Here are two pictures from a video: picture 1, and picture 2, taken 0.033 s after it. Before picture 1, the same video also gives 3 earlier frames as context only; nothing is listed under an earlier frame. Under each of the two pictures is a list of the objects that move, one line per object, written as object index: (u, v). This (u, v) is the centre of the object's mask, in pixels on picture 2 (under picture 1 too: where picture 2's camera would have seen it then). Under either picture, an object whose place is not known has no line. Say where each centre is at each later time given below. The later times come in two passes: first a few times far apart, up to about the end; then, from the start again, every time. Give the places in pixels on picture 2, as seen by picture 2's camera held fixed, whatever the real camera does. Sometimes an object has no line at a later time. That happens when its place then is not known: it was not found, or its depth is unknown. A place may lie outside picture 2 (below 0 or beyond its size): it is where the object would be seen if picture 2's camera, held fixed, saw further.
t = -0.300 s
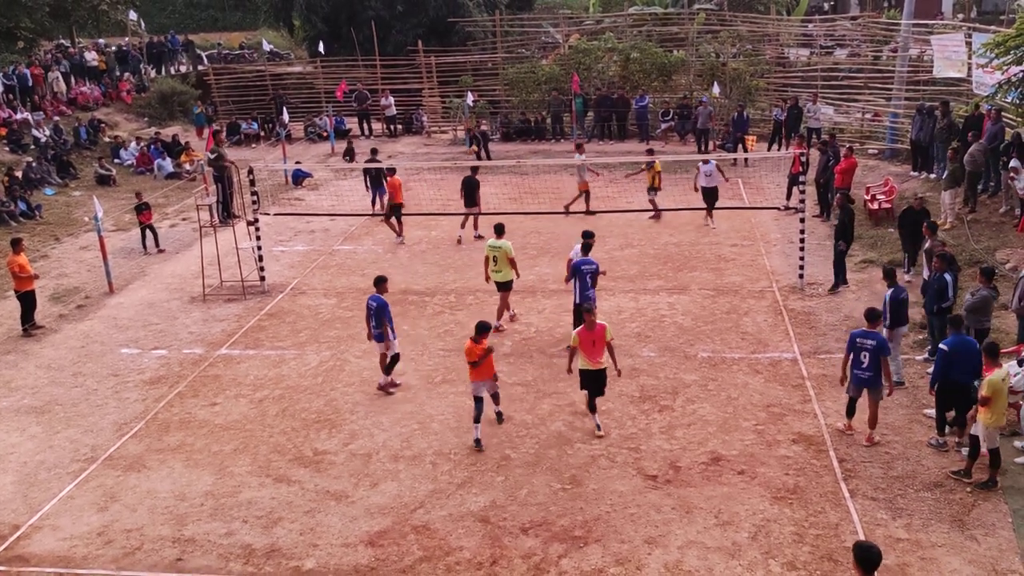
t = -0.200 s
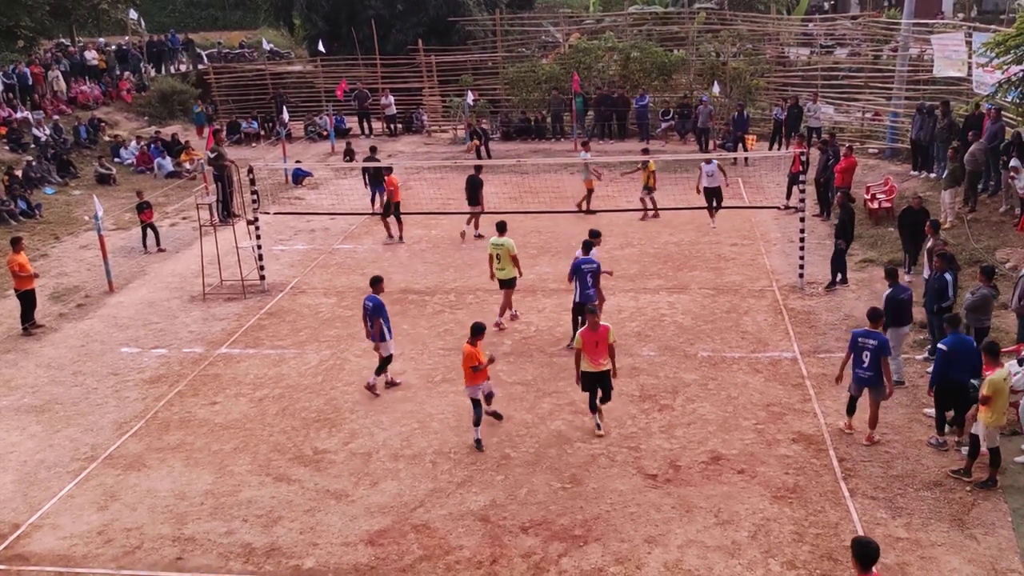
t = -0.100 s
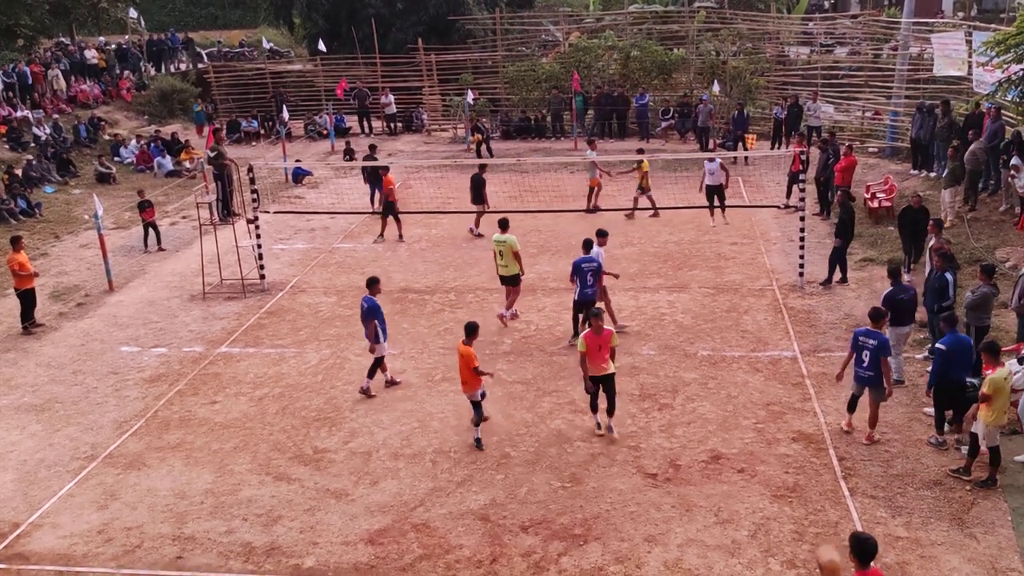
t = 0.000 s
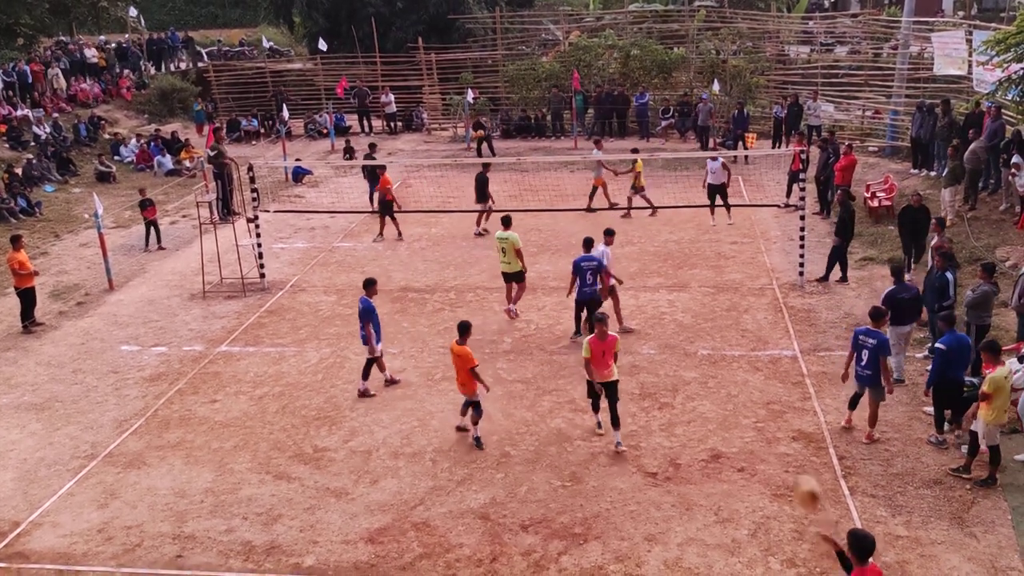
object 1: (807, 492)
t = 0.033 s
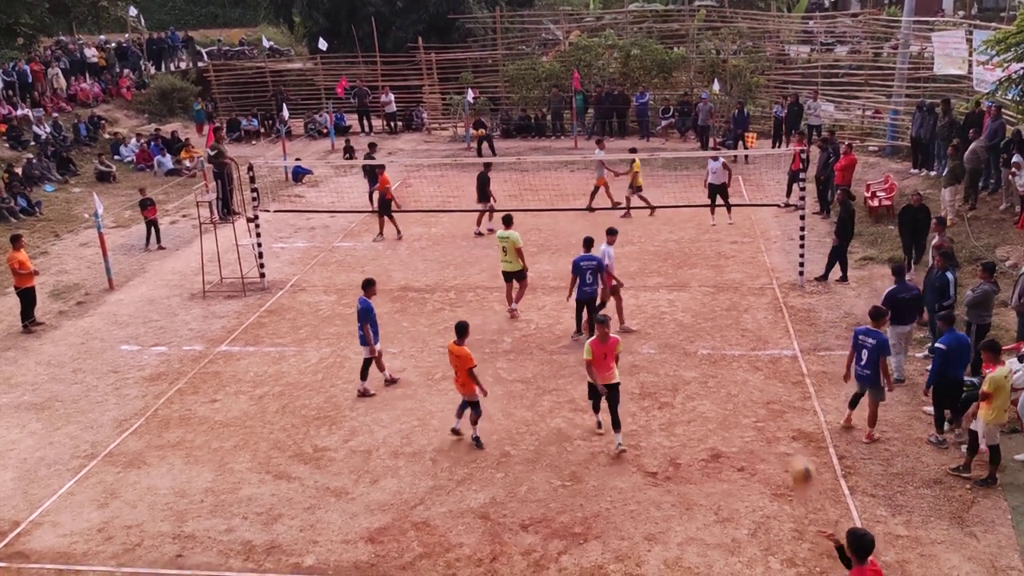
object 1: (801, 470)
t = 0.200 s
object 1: (770, 386)
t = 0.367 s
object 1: (741, 336)
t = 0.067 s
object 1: (795, 451)
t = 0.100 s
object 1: (788, 432)
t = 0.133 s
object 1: (782, 415)
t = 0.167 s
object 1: (777, 401)
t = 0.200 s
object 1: (770, 386)
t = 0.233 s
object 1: (764, 373)
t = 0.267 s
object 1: (759, 363)
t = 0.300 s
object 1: (753, 353)
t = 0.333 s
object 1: (746, 344)
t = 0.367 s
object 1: (741, 336)
